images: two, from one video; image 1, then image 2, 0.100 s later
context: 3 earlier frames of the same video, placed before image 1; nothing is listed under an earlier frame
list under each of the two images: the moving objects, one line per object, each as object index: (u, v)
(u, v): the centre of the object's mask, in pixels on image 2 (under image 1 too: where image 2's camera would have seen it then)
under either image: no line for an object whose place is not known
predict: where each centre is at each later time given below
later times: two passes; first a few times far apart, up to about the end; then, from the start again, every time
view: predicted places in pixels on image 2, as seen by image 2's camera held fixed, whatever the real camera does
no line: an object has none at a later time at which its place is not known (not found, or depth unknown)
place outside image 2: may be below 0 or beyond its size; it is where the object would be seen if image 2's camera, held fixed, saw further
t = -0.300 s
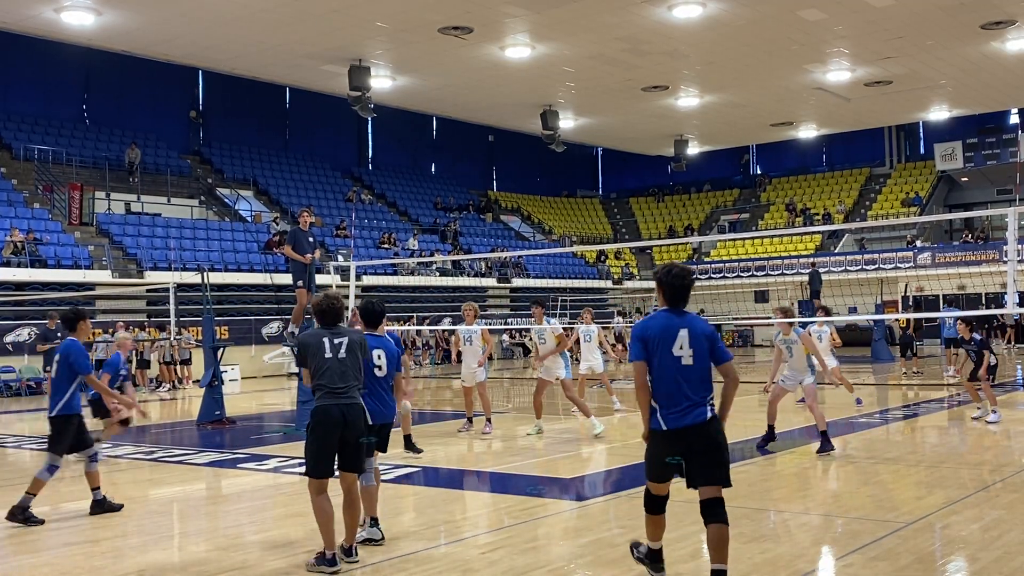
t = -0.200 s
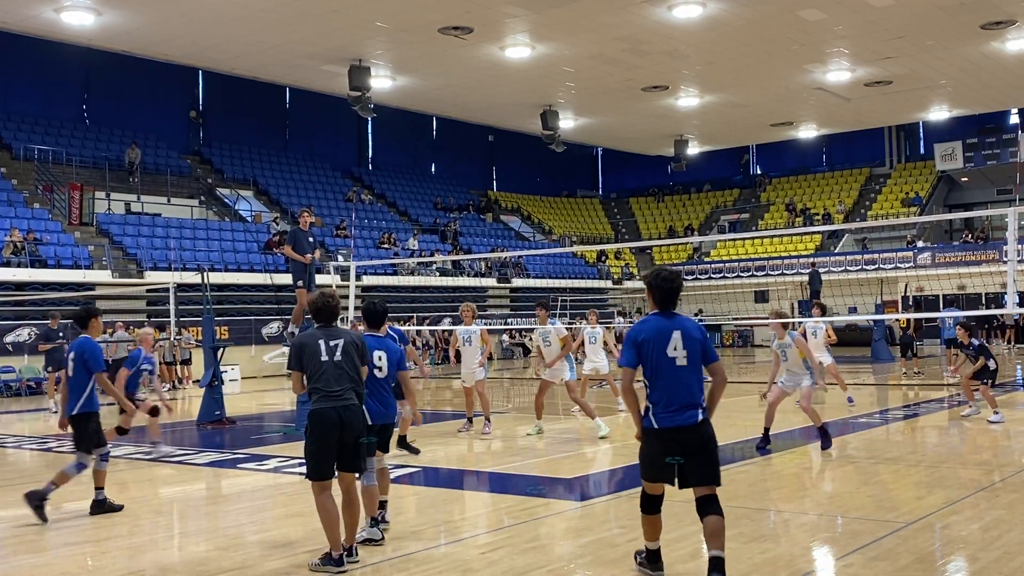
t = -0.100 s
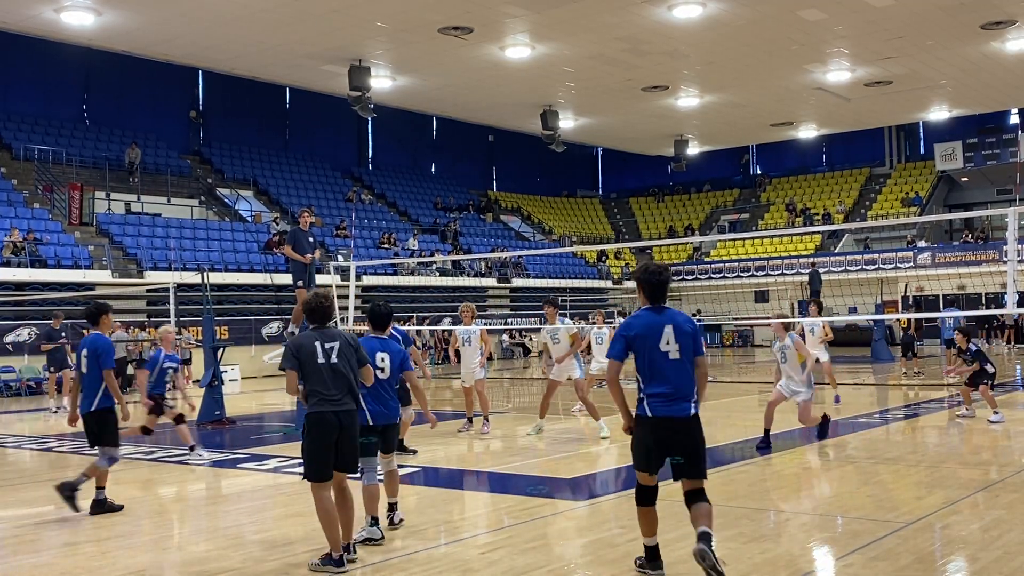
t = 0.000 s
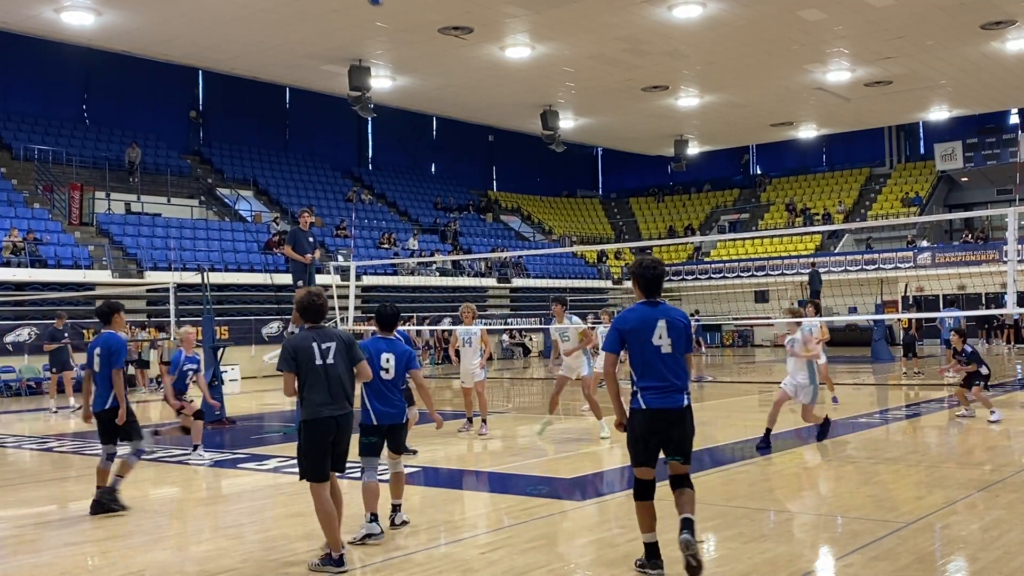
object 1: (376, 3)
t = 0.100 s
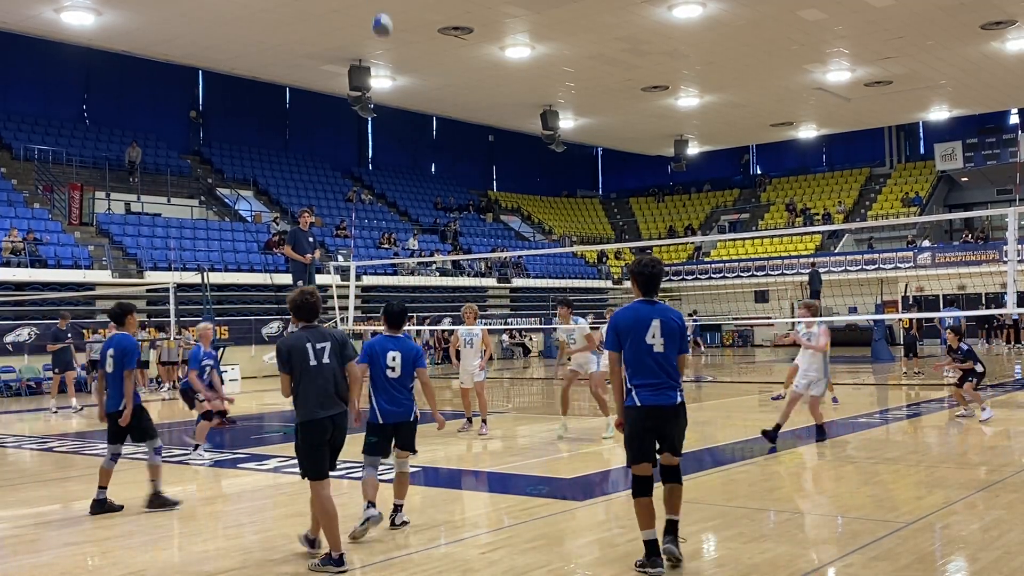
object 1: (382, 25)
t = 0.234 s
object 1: (392, 77)
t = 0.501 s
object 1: (407, 215)
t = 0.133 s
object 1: (384, 37)
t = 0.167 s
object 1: (387, 50)
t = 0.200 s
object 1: (389, 63)
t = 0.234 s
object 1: (392, 77)
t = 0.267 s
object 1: (394, 93)
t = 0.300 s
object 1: (395, 109)
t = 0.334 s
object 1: (396, 125)
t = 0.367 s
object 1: (398, 142)
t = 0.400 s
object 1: (400, 160)
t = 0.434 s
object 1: (402, 178)
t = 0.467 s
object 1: (404, 197)
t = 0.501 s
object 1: (407, 215)
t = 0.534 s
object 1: (408, 236)
